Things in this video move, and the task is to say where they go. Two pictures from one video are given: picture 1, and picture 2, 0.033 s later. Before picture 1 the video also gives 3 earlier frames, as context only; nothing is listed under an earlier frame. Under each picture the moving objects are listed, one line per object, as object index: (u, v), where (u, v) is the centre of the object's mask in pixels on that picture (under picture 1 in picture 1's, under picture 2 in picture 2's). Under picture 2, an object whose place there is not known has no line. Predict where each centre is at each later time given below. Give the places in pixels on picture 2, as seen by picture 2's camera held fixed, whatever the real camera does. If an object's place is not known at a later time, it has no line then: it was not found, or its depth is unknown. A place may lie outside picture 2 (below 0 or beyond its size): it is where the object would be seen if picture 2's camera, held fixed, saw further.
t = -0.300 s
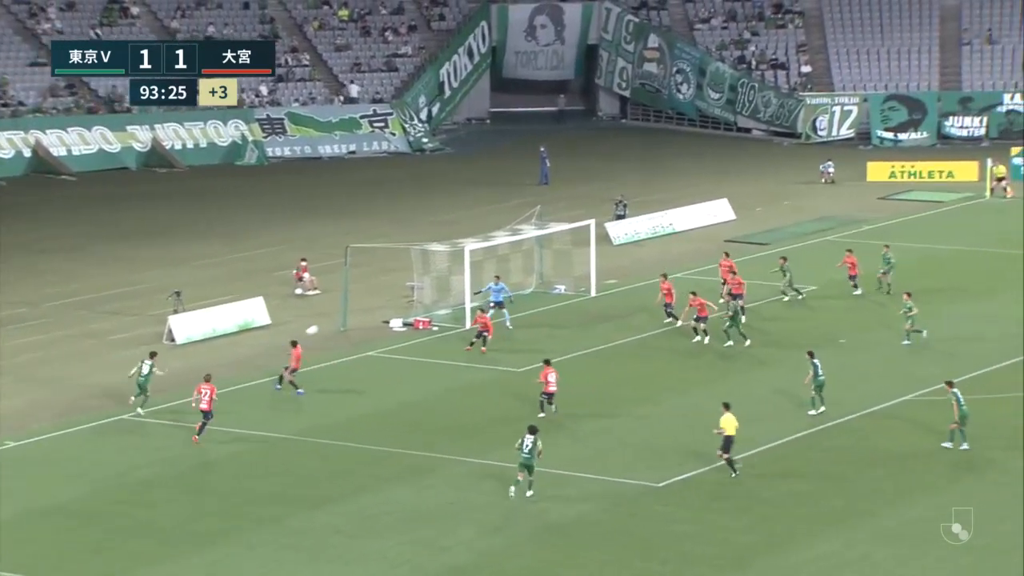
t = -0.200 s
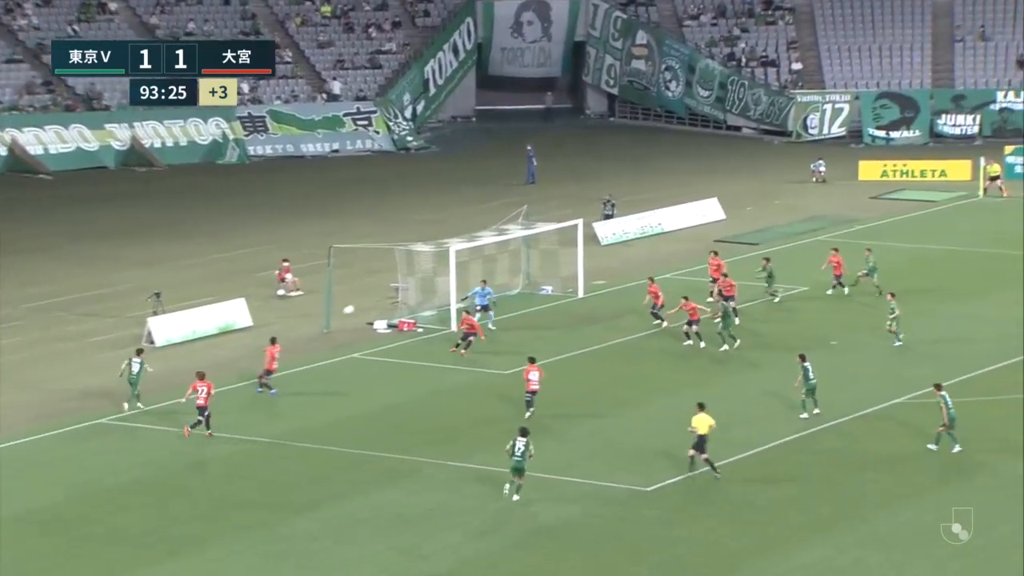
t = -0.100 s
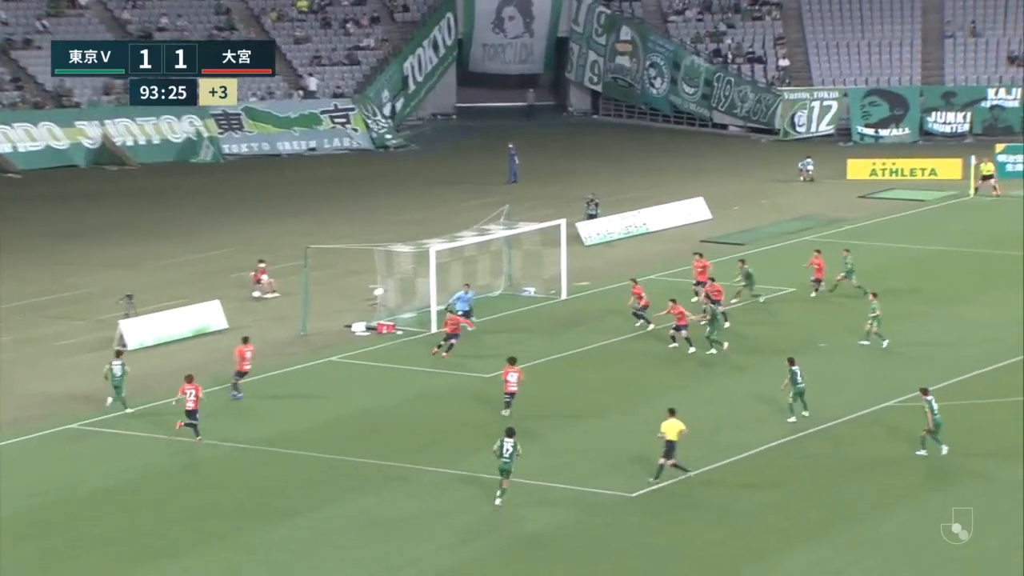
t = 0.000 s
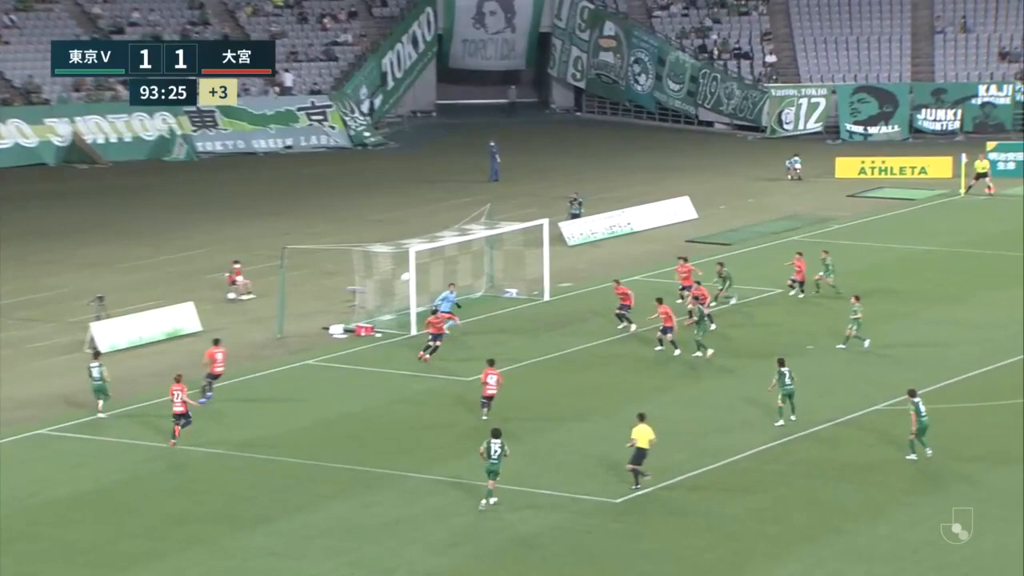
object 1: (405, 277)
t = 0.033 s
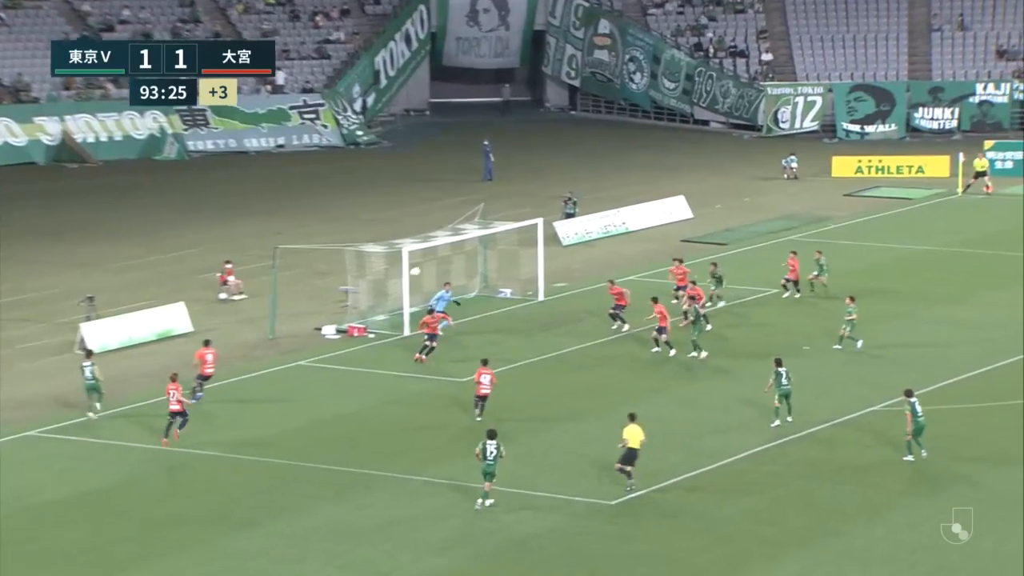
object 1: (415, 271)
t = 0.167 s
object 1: (473, 256)
